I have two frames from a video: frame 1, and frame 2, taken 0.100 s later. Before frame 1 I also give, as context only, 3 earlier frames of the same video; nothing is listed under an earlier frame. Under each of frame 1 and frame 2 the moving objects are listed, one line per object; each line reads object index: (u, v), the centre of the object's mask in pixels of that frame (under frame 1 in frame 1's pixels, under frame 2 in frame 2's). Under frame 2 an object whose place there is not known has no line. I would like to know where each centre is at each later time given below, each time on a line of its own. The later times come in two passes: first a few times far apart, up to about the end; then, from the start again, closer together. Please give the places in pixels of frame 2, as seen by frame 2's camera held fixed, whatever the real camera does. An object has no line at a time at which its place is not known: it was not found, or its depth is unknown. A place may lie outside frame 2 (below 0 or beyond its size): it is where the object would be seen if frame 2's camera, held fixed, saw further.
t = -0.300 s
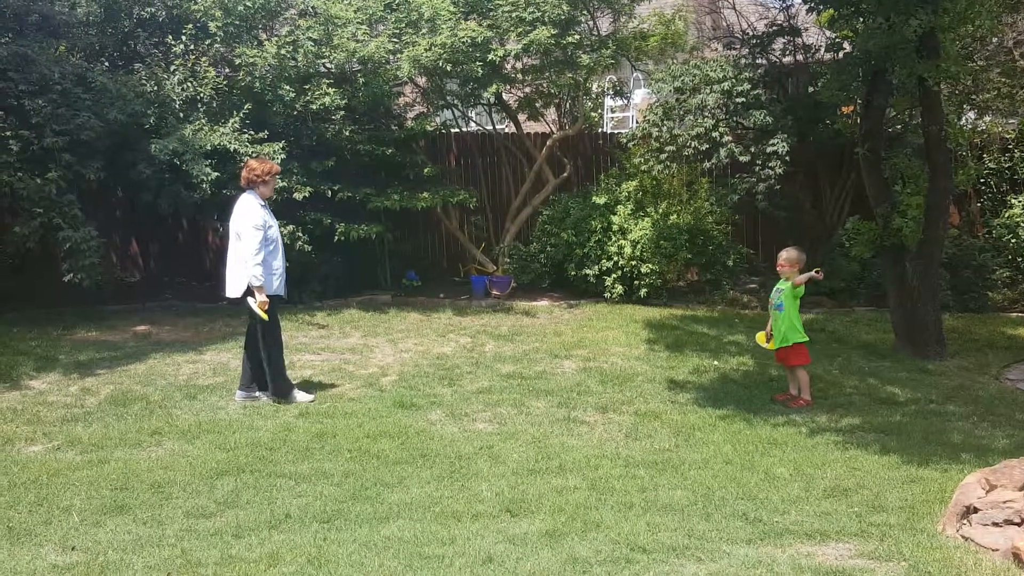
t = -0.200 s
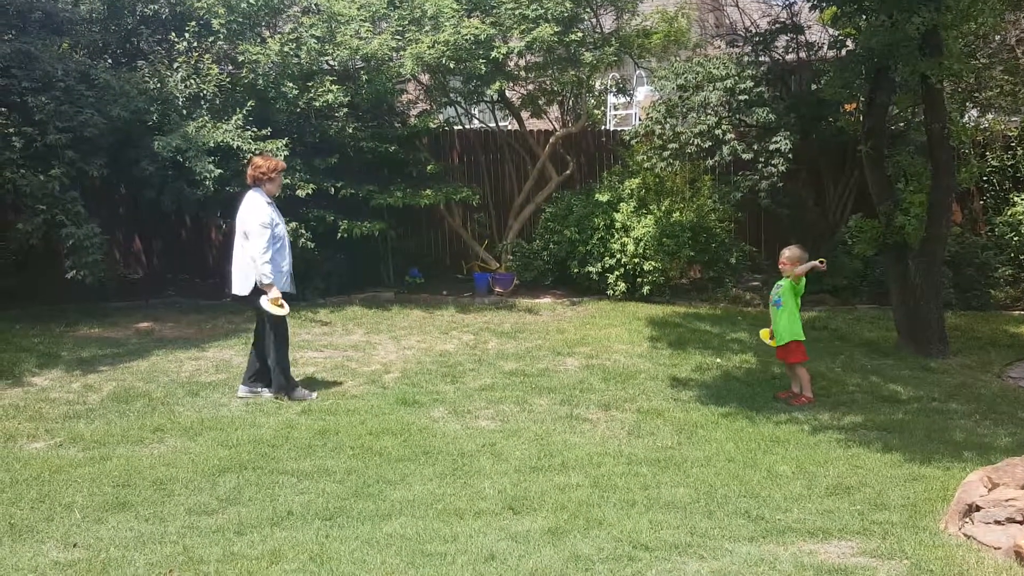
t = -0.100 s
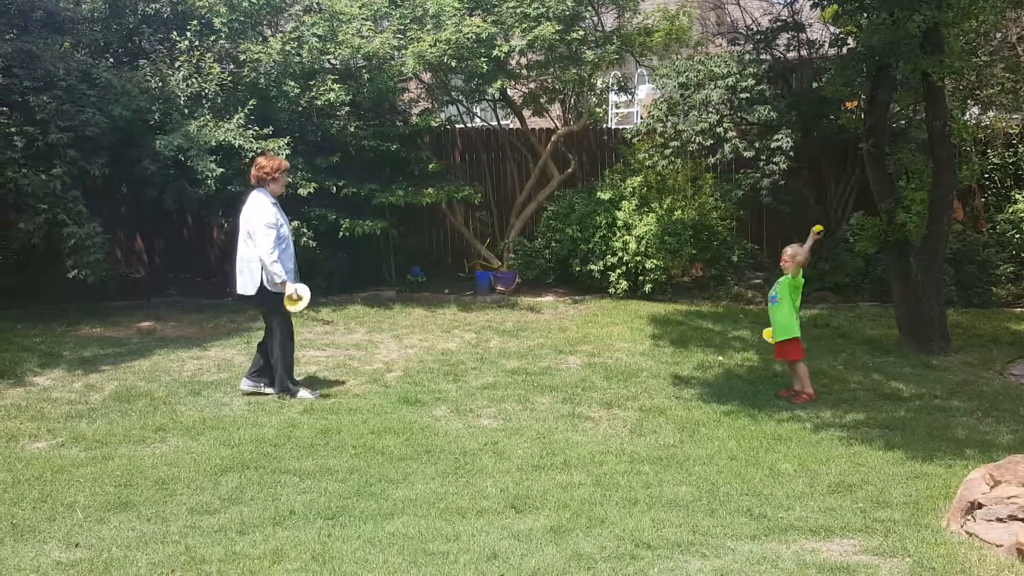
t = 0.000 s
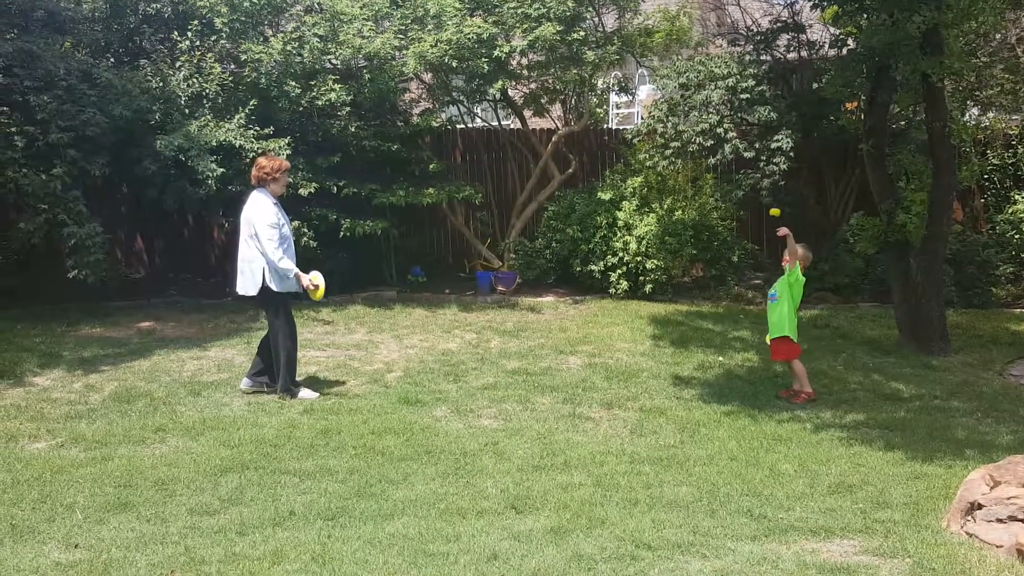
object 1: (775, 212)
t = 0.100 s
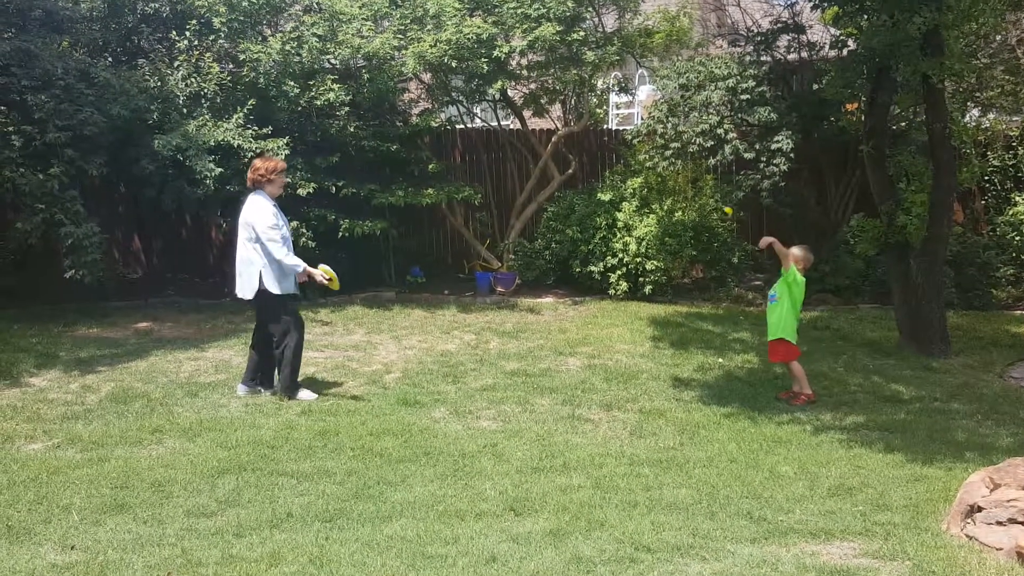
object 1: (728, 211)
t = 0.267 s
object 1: (644, 245)
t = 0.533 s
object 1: (511, 395)
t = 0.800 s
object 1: (462, 402)
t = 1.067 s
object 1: (440, 434)
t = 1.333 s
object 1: (418, 437)
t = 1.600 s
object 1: (419, 439)
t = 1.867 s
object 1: (421, 439)
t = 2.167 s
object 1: (421, 439)
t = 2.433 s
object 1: (421, 439)
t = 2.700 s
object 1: (421, 439)
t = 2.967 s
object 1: (421, 439)
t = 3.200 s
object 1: (421, 439)
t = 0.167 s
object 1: (693, 221)
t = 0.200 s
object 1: (676, 226)
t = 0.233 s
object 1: (660, 234)
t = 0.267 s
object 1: (644, 245)
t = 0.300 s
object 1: (627, 257)
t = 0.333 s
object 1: (610, 270)
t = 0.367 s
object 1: (594, 286)
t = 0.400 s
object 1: (577, 304)
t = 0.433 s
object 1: (560, 324)
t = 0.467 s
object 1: (543, 346)
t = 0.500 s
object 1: (527, 370)
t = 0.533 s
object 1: (511, 395)
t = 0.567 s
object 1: (493, 423)
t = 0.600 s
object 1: (484, 437)
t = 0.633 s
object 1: (479, 427)
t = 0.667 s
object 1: (475, 419)
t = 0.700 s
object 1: (472, 412)
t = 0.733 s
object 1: (471, 409)
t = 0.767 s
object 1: (465, 403)
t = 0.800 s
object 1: (462, 402)
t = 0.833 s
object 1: (460, 401)
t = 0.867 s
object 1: (457, 404)
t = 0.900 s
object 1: (455, 406)
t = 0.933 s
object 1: (452, 413)
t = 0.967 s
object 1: (449, 420)
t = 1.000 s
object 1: (447, 431)
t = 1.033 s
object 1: (445, 436)
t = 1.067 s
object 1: (440, 434)
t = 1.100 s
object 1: (437, 433)
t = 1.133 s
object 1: (434, 433)
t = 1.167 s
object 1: (430, 433)
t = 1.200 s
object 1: (426, 435)
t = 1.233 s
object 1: (423, 438)
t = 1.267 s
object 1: (421, 438)
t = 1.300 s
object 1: (419, 438)
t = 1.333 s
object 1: (418, 437)
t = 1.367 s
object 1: (417, 438)
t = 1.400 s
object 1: (417, 438)
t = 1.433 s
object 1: (418, 438)
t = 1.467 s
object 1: (417, 438)
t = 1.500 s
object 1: (417, 439)
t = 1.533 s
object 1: (418, 438)
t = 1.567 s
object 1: (418, 439)
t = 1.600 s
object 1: (419, 439)
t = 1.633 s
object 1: (419, 439)
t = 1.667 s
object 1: (420, 439)
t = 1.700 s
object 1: (420, 439)
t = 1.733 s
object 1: (420, 439)
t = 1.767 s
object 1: (421, 439)
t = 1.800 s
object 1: (421, 439)
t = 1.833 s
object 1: (421, 439)
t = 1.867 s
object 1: (421, 439)
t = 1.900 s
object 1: (421, 439)
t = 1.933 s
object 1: (421, 439)
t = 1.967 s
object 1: (421, 439)
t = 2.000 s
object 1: (421, 439)
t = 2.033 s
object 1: (421, 439)
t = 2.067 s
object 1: (421, 439)
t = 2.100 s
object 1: (421, 439)
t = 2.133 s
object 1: (421, 439)
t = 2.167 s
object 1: (421, 439)
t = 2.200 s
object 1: (421, 439)
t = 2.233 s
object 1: (421, 439)
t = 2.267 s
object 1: (421, 439)
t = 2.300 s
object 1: (421, 439)
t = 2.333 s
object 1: (421, 439)
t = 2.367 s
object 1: (421, 439)
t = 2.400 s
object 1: (421, 439)
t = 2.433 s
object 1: (421, 439)
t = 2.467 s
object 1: (421, 439)
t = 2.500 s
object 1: (421, 439)
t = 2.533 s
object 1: (421, 439)
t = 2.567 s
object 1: (421, 439)
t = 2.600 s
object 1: (421, 439)
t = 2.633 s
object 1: (421, 439)
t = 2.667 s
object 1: (421, 439)
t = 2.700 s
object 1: (421, 439)
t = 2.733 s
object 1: (421, 438)
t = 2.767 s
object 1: (421, 438)
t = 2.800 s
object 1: (421, 438)
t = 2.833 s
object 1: (421, 439)
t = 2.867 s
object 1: (421, 439)
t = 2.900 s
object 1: (421, 439)
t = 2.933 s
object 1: (421, 439)
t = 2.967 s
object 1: (421, 439)
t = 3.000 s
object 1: (421, 439)
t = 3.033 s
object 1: (421, 439)
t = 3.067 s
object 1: (421, 439)
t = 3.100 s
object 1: (421, 438)
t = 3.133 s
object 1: (421, 438)
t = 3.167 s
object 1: (421, 439)
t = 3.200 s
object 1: (421, 439)
